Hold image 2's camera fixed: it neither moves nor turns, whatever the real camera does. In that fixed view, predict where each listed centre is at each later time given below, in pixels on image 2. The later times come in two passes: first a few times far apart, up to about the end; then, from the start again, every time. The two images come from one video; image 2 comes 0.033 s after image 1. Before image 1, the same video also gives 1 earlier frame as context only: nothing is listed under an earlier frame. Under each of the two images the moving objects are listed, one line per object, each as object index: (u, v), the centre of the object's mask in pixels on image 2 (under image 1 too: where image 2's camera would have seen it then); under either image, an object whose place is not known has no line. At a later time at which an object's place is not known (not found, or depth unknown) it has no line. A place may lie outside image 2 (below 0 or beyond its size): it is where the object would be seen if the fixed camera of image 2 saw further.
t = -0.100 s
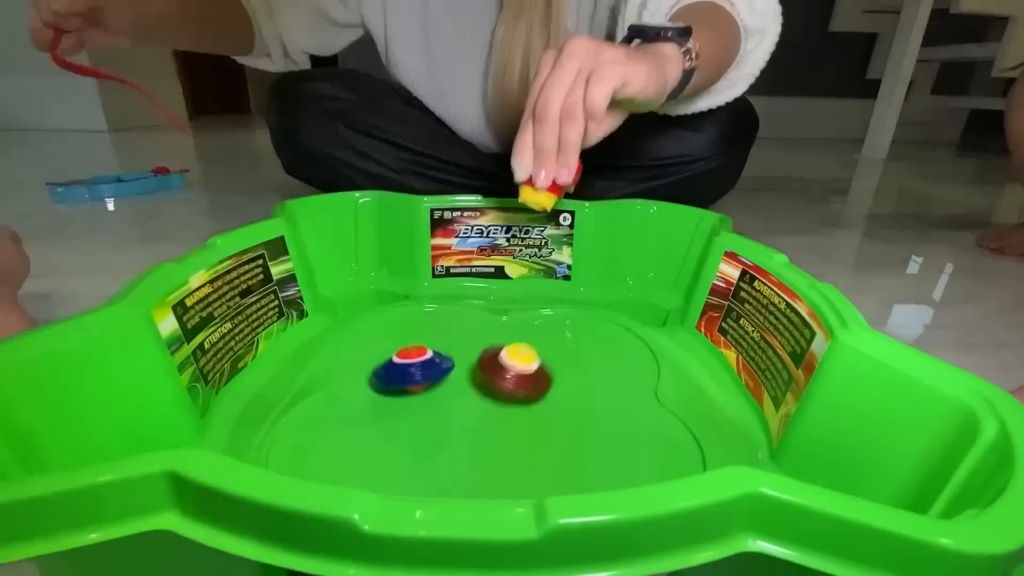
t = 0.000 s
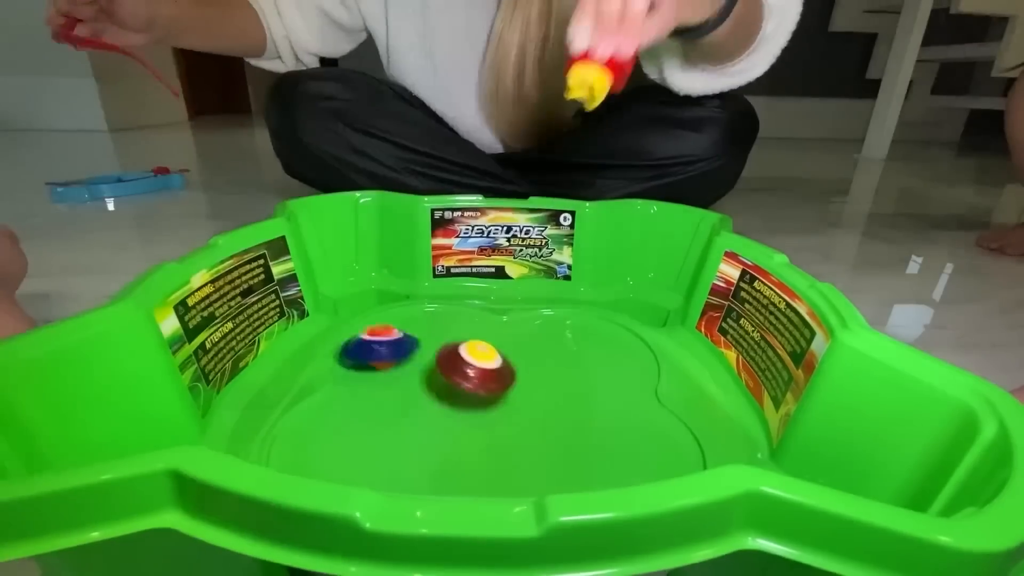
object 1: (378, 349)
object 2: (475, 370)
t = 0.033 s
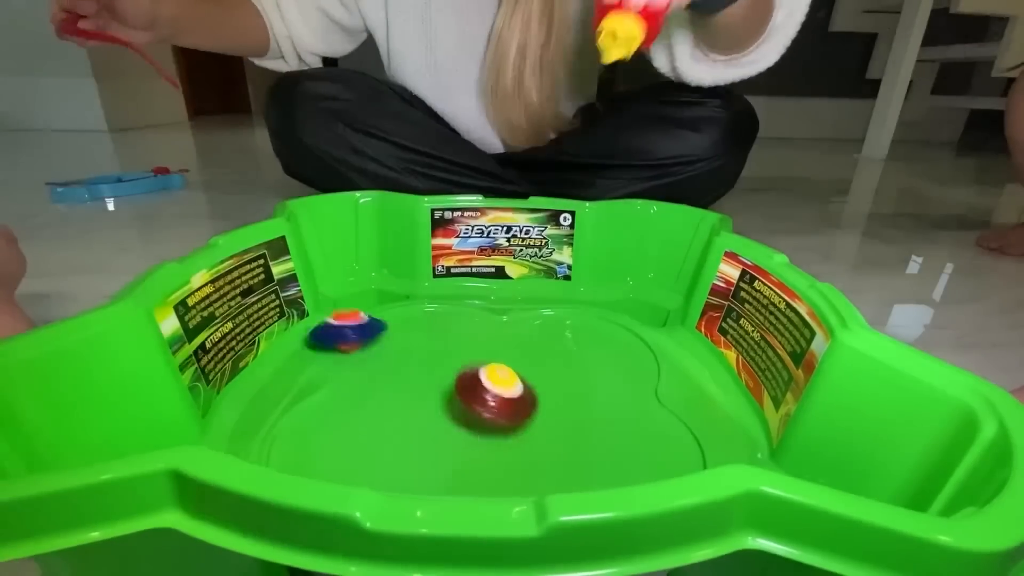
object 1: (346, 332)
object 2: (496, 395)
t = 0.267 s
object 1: (368, 368)
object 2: (620, 451)
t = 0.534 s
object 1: (440, 417)
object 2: (617, 349)
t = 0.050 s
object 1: (331, 321)
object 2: (503, 417)
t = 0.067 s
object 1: (327, 312)
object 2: (514, 421)
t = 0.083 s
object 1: (329, 308)
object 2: (519, 420)
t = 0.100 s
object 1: (332, 306)
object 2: (531, 423)
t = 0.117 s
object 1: (335, 306)
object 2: (541, 429)
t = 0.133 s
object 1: (338, 310)
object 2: (552, 438)
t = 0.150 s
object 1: (342, 317)
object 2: (566, 449)
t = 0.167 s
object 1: (343, 332)
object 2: (575, 448)
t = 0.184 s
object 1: (349, 344)
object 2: (583, 449)
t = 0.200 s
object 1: (352, 350)
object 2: (591, 451)
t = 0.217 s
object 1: (355, 351)
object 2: (601, 453)
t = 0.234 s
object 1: (358, 354)
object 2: (606, 454)
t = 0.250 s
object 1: (363, 361)
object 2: (612, 452)
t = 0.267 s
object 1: (368, 368)
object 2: (620, 451)
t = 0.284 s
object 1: (371, 370)
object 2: (626, 449)
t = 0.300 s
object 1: (376, 375)
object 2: (631, 447)
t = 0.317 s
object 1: (381, 381)
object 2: (635, 444)
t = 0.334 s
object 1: (385, 384)
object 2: (639, 439)
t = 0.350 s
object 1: (390, 389)
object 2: (640, 434)
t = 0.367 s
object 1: (395, 393)
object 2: (641, 426)
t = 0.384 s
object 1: (400, 396)
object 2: (641, 420)
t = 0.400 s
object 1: (405, 400)
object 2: (639, 412)
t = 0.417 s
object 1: (410, 403)
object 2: (639, 405)
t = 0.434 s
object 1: (415, 406)
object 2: (636, 397)
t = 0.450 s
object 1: (419, 409)
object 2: (634, 390)
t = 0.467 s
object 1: (424, 412)
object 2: (631, 382)
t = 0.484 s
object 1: (428, 414)
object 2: (628, 374)
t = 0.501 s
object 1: (432, 416)
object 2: (625, 364)
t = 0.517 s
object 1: (436, 417)
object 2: (621, 358)
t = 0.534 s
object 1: (440, 417)
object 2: (617, 349)
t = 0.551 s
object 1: (443, 418)
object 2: (613, 343)
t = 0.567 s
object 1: (444, 419)
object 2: (608, 336)
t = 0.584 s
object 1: (446, 419)
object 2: (605, 329)
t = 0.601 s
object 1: (447, 419)
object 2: (601, 324)
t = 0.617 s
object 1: (447, 419)
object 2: (597, 318)
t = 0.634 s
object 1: (446, 418)
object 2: (591, 313)
